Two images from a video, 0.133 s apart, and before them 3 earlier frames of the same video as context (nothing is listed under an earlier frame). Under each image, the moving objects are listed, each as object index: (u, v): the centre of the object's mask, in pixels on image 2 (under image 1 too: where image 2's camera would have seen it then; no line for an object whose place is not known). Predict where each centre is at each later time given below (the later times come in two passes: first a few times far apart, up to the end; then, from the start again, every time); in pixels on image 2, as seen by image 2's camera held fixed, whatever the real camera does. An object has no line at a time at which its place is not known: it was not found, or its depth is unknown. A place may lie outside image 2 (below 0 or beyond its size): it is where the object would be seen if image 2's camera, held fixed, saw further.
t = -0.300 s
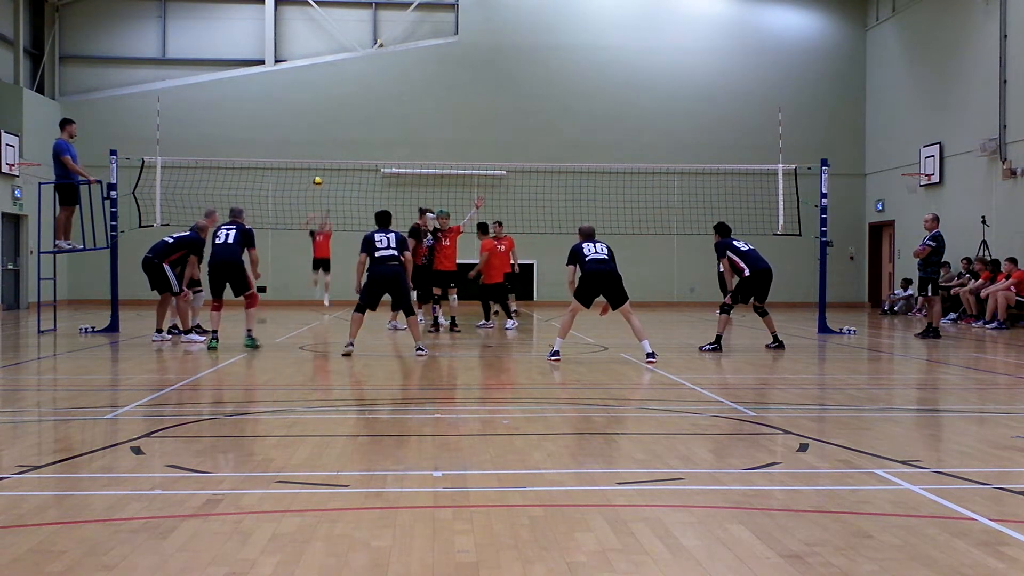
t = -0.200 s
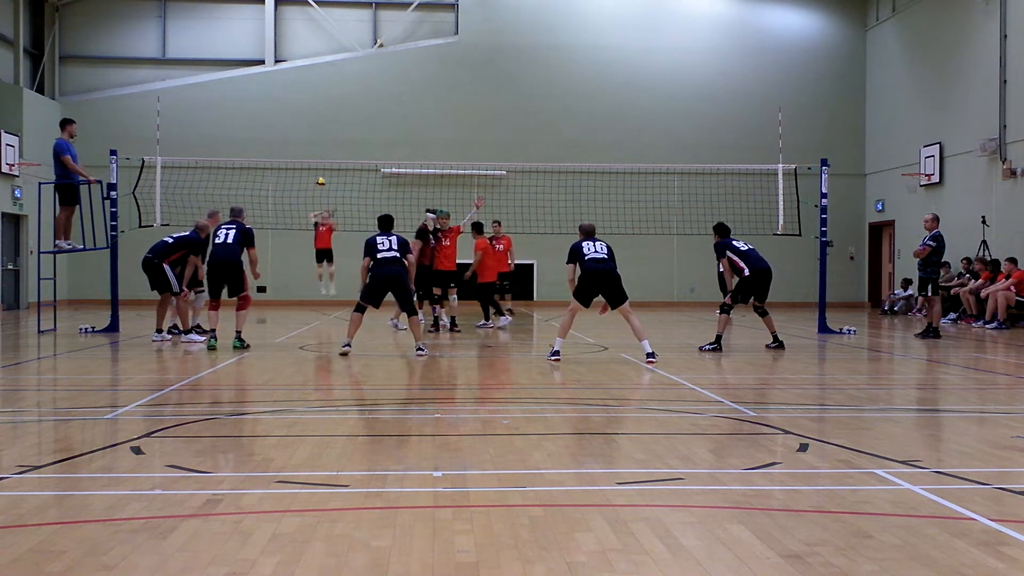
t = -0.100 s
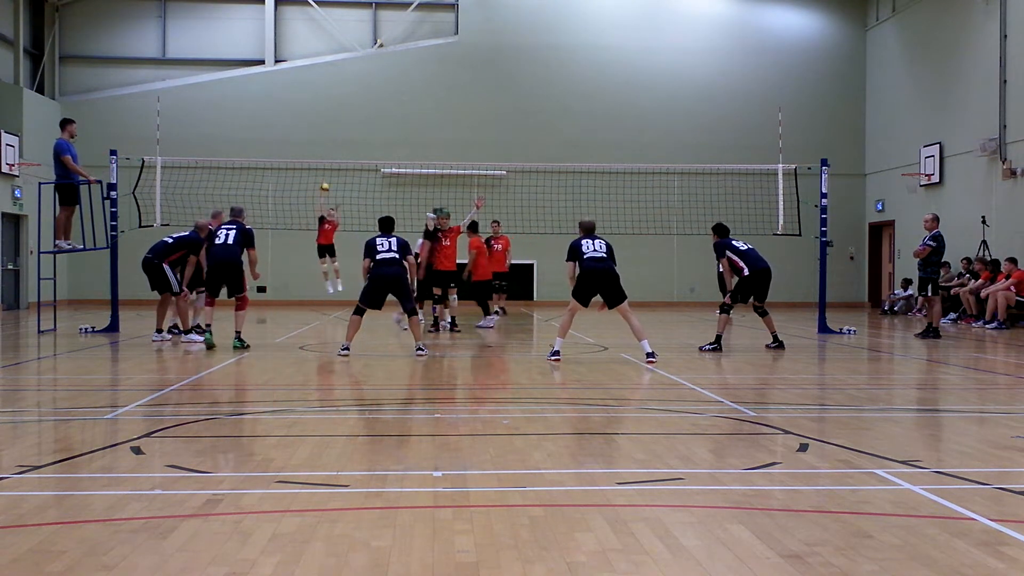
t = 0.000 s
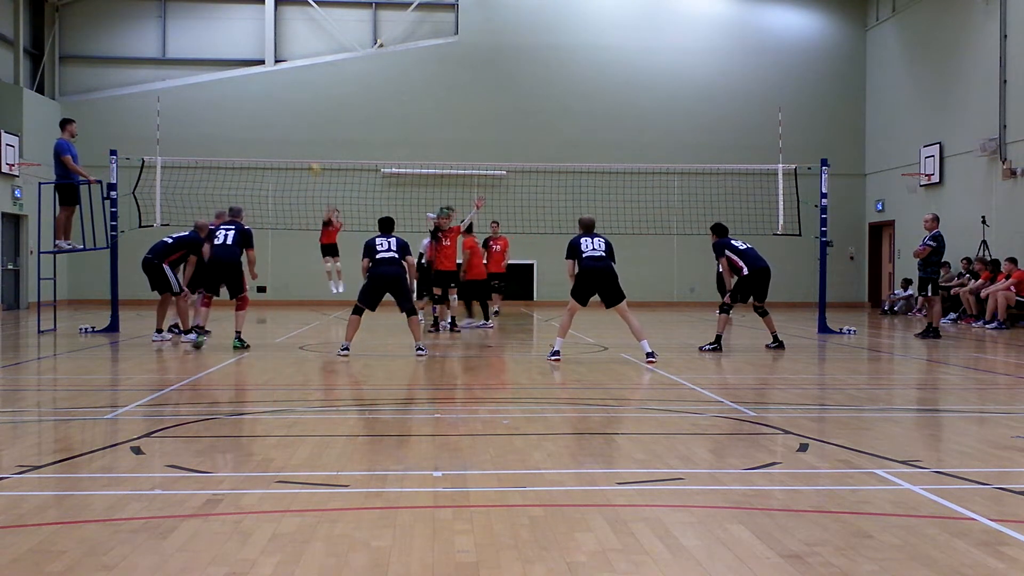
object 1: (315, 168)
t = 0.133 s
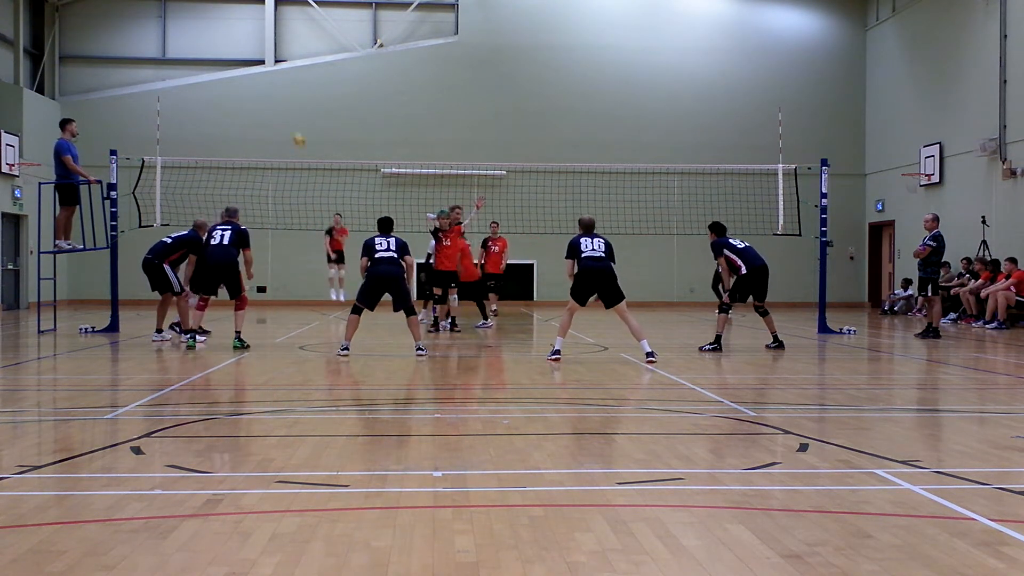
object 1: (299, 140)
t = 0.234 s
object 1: (287, 121)
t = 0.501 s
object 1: (240, 83)
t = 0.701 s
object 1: (190, 83)
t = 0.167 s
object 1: (295, 134)
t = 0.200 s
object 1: (291, 128)
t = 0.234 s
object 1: (287, 121)
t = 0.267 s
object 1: (282, 115)
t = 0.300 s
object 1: (277, 109)
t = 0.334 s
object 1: (271, 103)
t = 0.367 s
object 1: (266, 98)
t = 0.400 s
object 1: (260, 93)
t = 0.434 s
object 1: (253, 89)
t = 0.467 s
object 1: (246, 85)
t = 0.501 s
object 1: (240, 83)
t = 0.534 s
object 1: (233, 81)
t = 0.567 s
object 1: (225, 79)
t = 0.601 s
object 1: (217, 79)
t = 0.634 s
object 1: (209, 79)
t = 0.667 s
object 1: (199, 80)
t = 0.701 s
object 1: (190, 83)
